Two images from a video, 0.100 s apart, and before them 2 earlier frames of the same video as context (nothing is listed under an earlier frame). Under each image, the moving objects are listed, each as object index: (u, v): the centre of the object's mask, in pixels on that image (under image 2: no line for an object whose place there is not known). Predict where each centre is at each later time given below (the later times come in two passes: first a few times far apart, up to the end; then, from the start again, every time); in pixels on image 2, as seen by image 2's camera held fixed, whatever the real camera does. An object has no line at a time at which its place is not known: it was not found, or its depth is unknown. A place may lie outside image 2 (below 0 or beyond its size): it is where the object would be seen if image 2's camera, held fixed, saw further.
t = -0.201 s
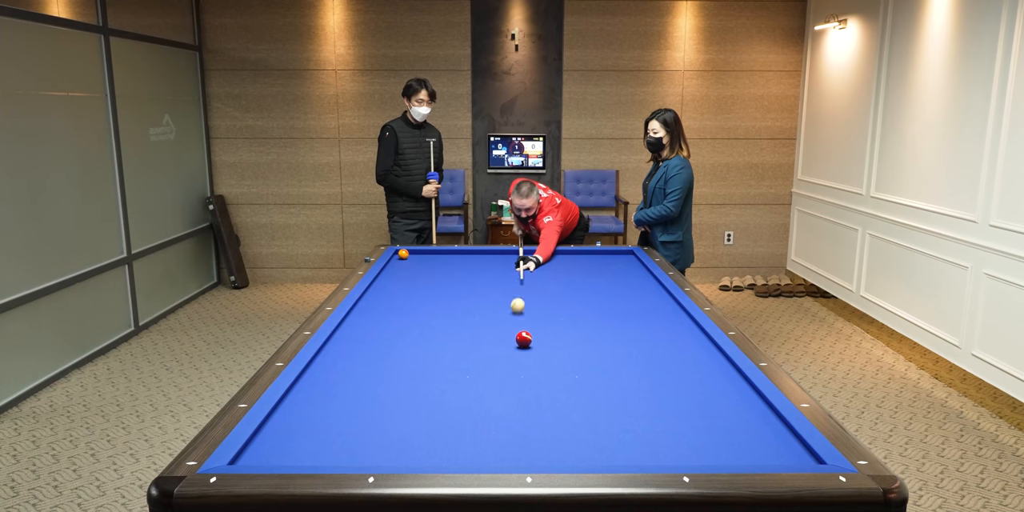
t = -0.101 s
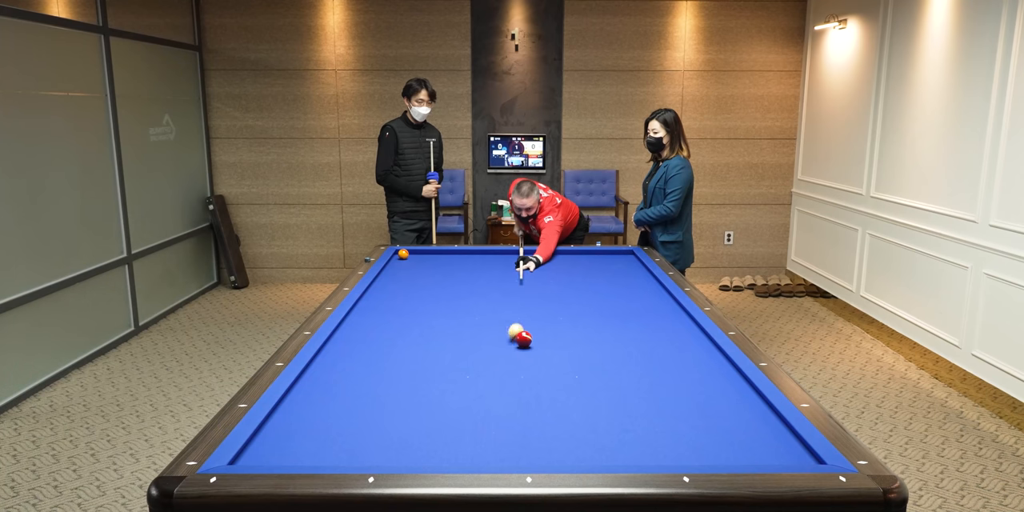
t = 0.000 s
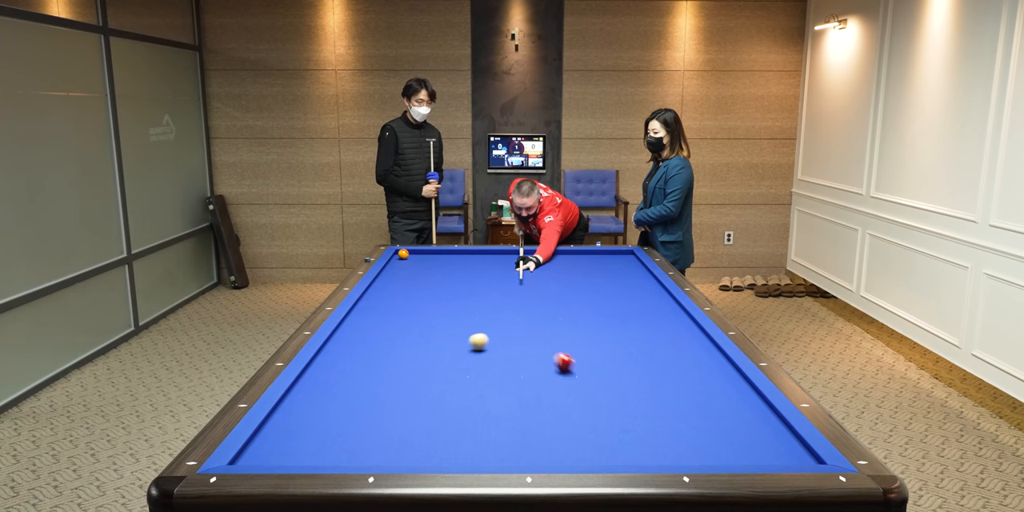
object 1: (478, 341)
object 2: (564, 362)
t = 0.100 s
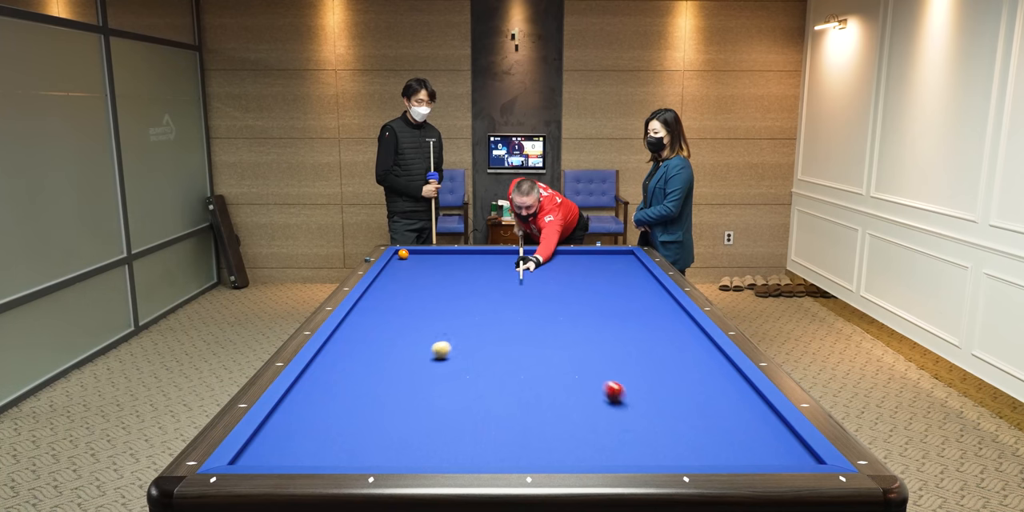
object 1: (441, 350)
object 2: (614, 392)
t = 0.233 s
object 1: (393, 362)
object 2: (695, 440)
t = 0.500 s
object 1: (302, 392)
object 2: (740, 406)
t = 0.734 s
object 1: (338, 428)
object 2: (720, 370)
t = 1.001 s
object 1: (396, 450)
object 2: (677, 342)
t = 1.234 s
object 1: (467, 424)
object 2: (647, 322)
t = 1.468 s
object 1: (527, 404)
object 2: (621, 305)
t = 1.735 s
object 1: (587, 384)
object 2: (597, 289)
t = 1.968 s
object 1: (631, 368)
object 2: (579, 277)
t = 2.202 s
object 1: (671, 355)
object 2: (563, 267)
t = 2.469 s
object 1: (705, 342)
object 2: (548, 257)
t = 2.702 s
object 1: (670, 331)
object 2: (534, 253)
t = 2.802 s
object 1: (657, 327)
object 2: (527, 255)
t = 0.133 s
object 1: (429, 353)
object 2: (633, 403)
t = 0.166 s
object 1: (417, 355)
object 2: (652, 415)
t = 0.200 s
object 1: (405, 359)
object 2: (673, 427)
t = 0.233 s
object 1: (393, 362)
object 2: (695, 440)
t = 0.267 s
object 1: (381, 365)
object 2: (718, 451)
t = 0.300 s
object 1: (368, 368)
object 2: (736, 456)
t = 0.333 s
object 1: (355, 372)
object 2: (737, 450)
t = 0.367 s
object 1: (342, 376)
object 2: (737, 440)
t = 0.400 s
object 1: (328, 379)
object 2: (738, 430)
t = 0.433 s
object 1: (314, 383)
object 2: (738, 421)
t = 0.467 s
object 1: (300, 386)
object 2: (739, 413)
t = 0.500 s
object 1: (302, 392)
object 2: (740, 406)
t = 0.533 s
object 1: (308, 396)
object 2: (740, 399)
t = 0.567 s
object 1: (314, 401)
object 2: (741, 394)
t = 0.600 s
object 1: (320, 406)
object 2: (742, 388)
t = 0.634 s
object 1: (325, 411)
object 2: (742, 382)
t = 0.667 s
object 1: (329, 416)
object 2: (734, 378)
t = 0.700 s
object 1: (334, 422)
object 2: (727, 374)
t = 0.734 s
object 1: (338, 428)
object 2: (720, 370)
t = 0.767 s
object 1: (342, 433)
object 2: (714, 366)
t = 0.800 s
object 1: (347, 440)
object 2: (708, 362)
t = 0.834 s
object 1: (352, 446)
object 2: (702, 358)
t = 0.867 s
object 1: (357, 451)
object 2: (697, 355)
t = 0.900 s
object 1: (363, 455)
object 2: (692, 351)
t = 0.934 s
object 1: (371, 457)
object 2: (687, 348)
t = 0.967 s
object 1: (383, 454)
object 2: (682, 345)
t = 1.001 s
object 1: (396, 450)
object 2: (677, 342)
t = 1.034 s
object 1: (407, 445)
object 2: (672, 339)
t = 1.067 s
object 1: (418, 441)
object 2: (668, 336)
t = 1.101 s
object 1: (428, 437)
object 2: (663, 333)
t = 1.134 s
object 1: (438, 434)
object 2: (659, 330)
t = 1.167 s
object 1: (448, 431)
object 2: (655, 327)
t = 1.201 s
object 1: (458, 427)
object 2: (650, 324)
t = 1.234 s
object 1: (467, 424)
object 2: (647, 322)
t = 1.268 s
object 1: (476, 421)
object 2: (643, 319)
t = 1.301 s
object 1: (485, 418)
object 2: (639, 317)
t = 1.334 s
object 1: (494, 415)
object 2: (635, 315)
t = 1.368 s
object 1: (502, 412)
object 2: (631, 312)
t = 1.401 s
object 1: (511, 409)
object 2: (628, 310)
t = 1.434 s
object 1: (519, 406)
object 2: (624, 307)
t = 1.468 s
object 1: (527, 404)
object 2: (621, 305)
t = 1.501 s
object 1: (535, 401)
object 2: (618, 303)
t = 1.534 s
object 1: (543, 398)
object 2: (615, 301)
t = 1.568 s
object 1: (551, 396)
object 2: (611, 299)
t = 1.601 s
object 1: (558, 393)
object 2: (608, 297)
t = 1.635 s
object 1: (565, 391)
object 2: (605, 295)
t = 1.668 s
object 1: (573, 389)
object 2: (602, 292)
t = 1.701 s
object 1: (580, 386)
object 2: (599, 291)
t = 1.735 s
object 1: (587, 384)
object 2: (597, 289)
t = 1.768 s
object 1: (593, 382)
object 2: (594, 287)
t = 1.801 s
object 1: (600, 379)
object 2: (591, 286)
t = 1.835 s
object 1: (606, 377)
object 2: (589, 284)
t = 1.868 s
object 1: (613, 375)
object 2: (586, 282)
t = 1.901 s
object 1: (619, 373)
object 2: (584, 280)
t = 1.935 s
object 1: (625, 371)
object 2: (581, 279)
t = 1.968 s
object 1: (631, 368)
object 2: (579, 277)
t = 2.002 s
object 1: (637, 366)
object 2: (576, 276)
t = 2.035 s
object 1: (643, 364)
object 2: (574, 274)
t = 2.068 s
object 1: (649, 363)
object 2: (572, 273)
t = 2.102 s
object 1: (655, 360)
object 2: (570, 271)
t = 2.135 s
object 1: (660, 359)
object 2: (568, 270)
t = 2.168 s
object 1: (666, 357)
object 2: (565, 269)
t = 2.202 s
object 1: (671, 355)
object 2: (563, 267)
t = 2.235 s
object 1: (676, 353)
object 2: (561, 266)
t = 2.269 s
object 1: (682, 352)
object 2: (559, 264)
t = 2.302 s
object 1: (687, 350)
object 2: (557, 263)
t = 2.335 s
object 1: (692, 348)
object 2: (555, 262)
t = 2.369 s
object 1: (697, 346)
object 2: (553, 260)
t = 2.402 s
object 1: (702, 345)
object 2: (551, 259)
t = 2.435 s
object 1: (706, 343)
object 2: (549, 258)
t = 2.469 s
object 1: (705, 342)
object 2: (548, 257)
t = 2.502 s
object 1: (698, 340)
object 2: (546, 255)
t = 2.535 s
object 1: (693, 338)
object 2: (544, 255)
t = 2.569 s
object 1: (688, 337)
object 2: (543, 253)
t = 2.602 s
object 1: (683, 335)
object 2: (541, 252)
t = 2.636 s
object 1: (679, 334)
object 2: (539, 251)
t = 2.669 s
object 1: (674, 332)
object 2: (537, 252)
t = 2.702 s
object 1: (670, 331)
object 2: (534, 253)
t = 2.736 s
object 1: (666, 330)
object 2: (532, 253)
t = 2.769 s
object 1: (661, 328)
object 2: (530, 254)
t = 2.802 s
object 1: (657, 327)
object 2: (527, 255)
